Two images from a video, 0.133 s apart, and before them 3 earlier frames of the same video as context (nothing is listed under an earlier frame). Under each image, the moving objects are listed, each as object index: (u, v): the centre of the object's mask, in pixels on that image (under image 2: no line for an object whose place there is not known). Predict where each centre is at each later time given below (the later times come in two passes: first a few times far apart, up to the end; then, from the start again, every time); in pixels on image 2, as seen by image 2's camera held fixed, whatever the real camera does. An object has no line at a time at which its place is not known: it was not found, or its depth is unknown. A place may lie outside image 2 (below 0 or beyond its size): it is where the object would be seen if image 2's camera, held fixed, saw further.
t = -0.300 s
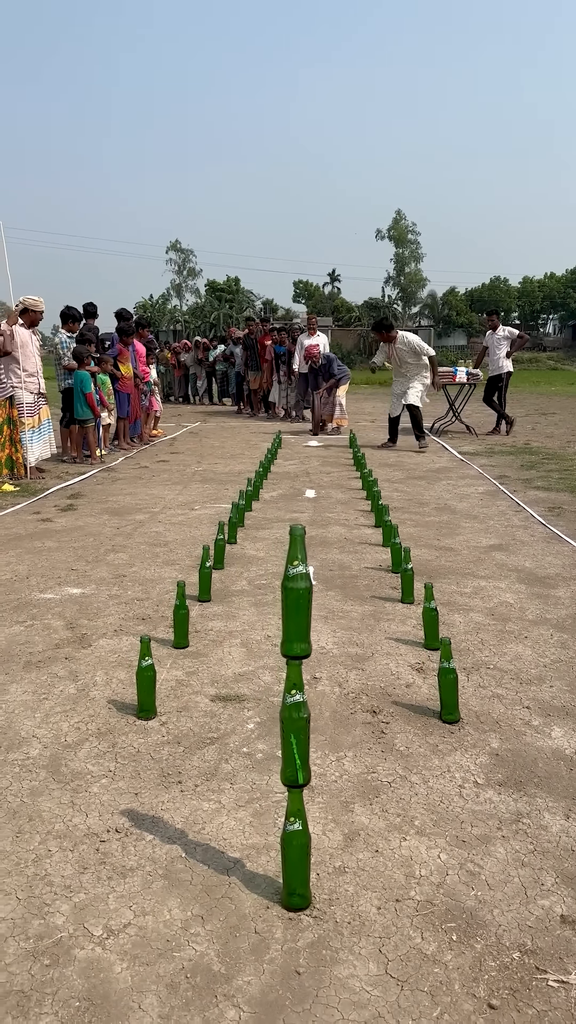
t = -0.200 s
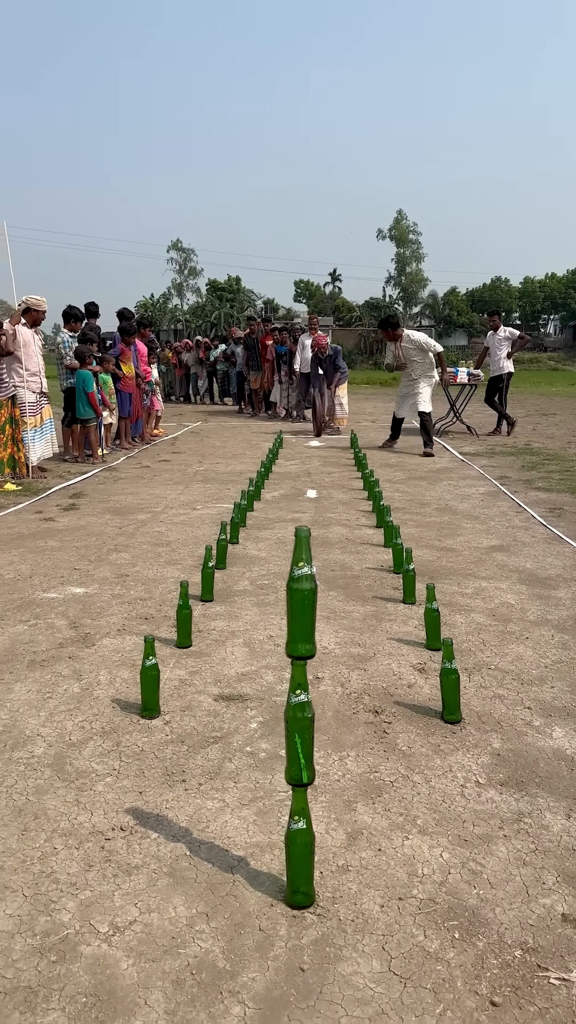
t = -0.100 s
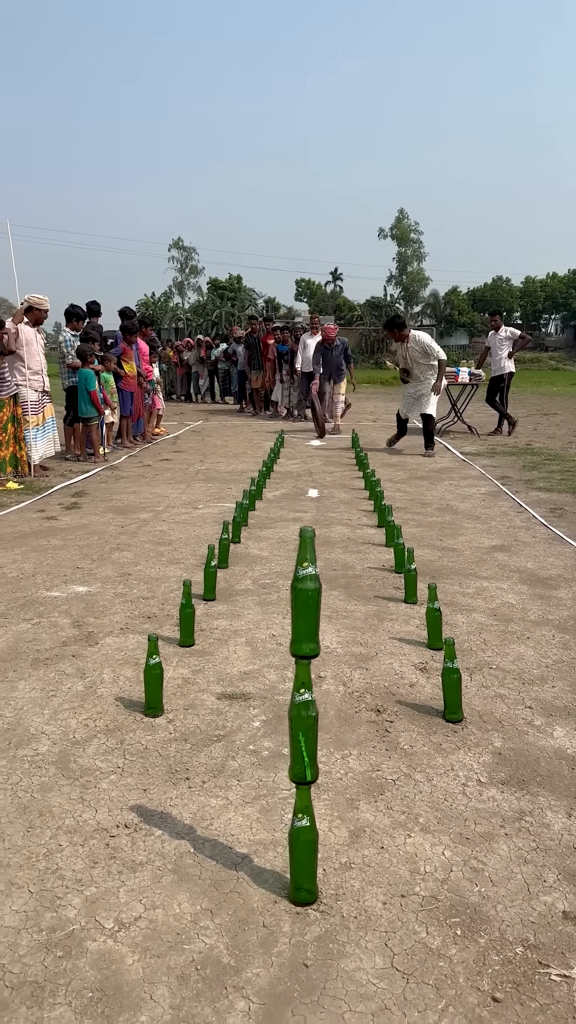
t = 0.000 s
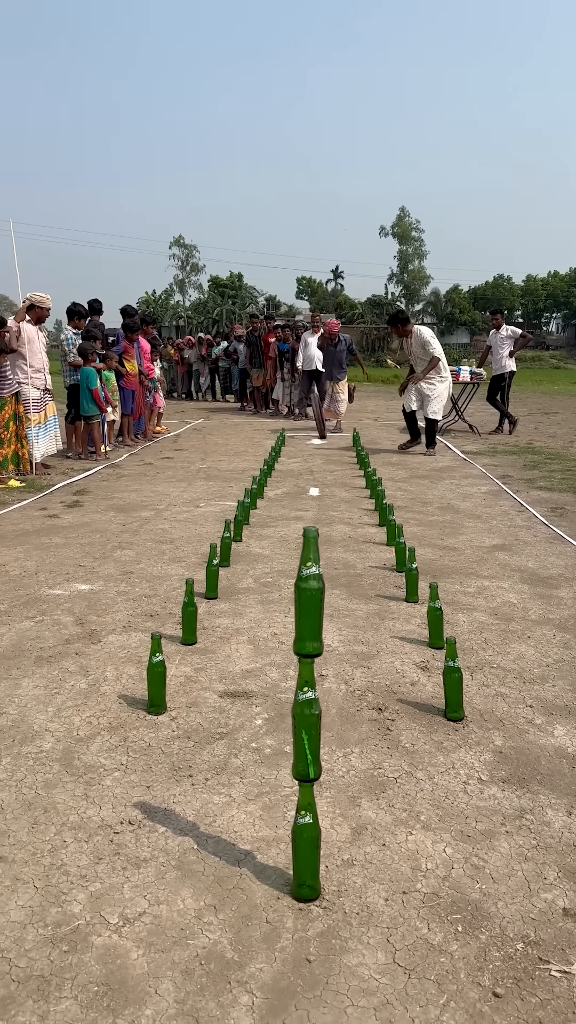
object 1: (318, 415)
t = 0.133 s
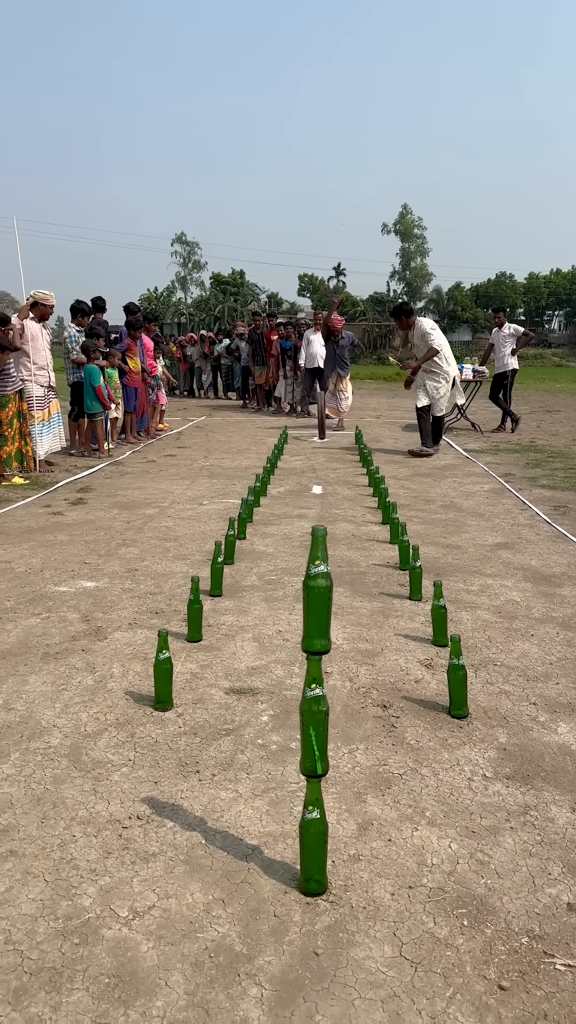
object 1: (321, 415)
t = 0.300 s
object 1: (320, 417)
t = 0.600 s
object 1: (317, 422)
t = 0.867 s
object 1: (310, 431)
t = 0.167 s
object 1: (322, 416)
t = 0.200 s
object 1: (321, 416)
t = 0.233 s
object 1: (321, 417)
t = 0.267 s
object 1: (321, 417)
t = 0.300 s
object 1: (320, 417)
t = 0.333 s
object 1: (320, 417)
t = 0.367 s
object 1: (320, 419)
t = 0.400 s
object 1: (319, 420)
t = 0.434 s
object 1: (319, 420)
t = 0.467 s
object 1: (319, 420)
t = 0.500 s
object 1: (318, 421)
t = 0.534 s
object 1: (318, 423)
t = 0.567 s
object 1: (318, 422)
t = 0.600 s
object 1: (317, 422)
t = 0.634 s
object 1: (316, 424)
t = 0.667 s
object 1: (316, 424)
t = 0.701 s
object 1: (315, 426)
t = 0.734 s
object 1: (313, 426)
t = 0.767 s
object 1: (312, 428)
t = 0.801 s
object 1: (311, 429)
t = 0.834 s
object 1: (310, 430)
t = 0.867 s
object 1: (310, 431)
